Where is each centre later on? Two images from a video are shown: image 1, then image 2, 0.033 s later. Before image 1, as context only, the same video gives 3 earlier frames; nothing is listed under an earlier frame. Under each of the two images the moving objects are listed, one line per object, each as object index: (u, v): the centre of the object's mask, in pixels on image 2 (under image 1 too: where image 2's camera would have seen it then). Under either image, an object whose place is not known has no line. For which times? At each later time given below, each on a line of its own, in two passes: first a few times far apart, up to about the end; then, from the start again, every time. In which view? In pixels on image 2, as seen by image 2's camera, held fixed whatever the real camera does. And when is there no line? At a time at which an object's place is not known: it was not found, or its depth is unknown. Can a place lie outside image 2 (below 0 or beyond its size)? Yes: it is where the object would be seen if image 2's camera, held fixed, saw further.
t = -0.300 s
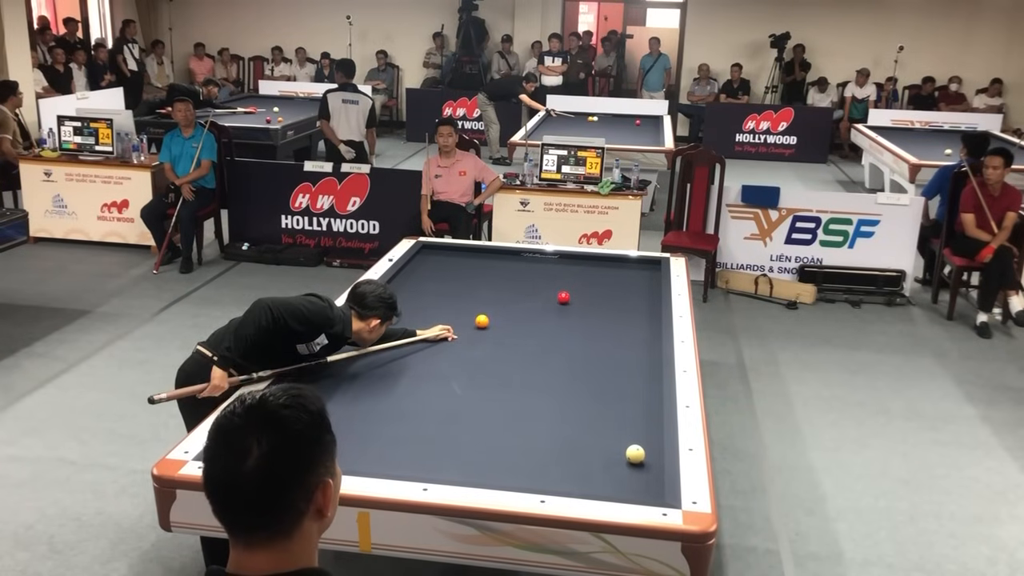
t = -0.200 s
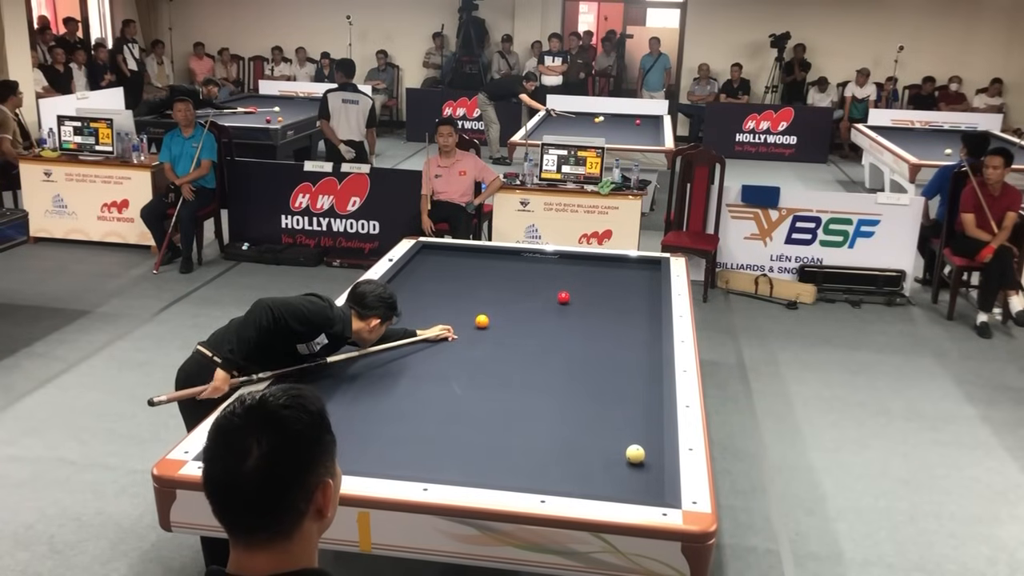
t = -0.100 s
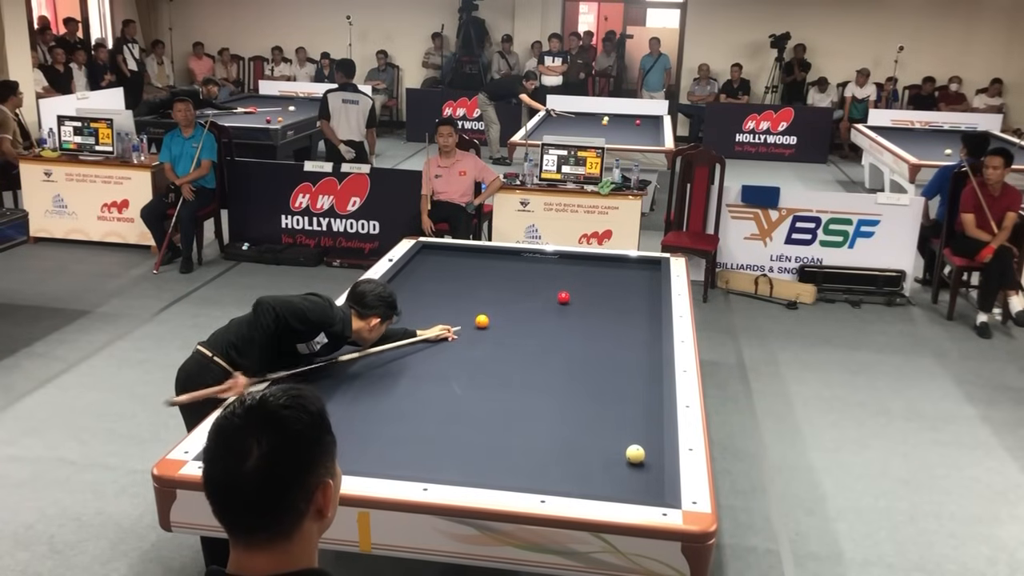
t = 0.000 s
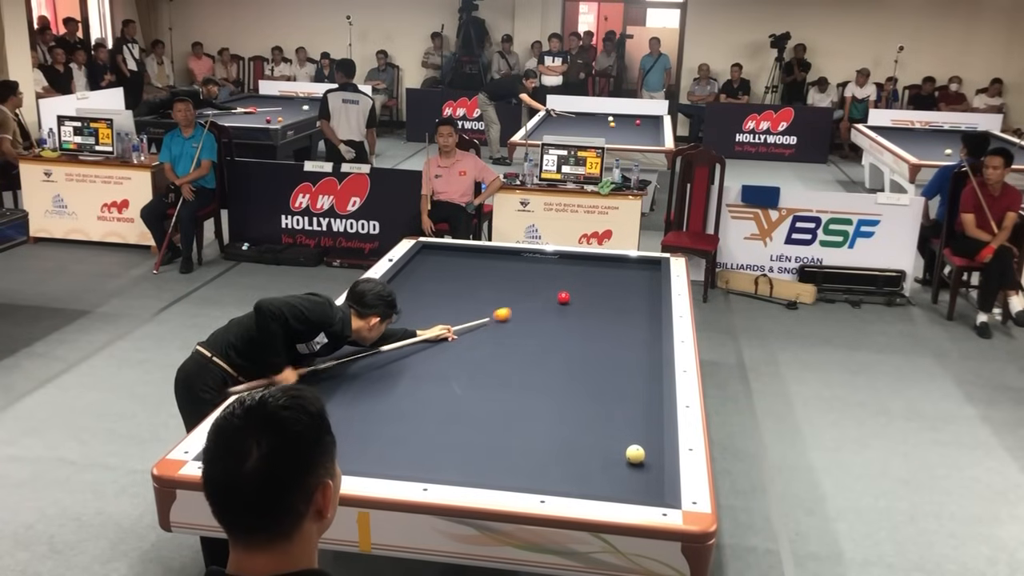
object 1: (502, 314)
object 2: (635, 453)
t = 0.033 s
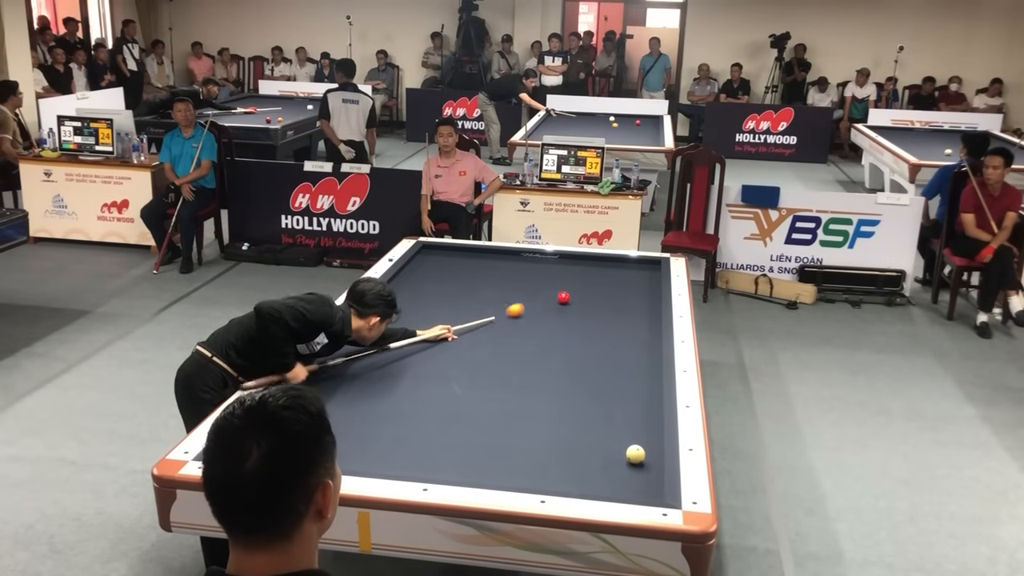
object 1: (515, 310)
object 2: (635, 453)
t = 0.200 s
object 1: (548, 291)
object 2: (635, 453)
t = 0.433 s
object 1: (537, 272)
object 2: (635, 453)
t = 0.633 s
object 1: (530, 260)
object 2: (635, 453)
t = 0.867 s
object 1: (512, 256)
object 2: (635, 453)
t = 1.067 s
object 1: (486, 262)
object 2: (635, 453)
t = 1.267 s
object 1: (461, 265)
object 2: (635, 453)
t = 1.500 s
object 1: (431, 270)
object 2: (635, 453)
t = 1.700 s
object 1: (405, 275)
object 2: (635, 453)
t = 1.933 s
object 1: (404, 283)
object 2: (635, 453)
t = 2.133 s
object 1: (410, 291)
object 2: (635, 453)
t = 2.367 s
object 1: (416, 298)
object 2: (635, 453)
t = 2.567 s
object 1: (424, 310)
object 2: (635, 453)
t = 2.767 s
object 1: (430, 319)
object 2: (635, 453)
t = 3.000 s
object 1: (438, 329)
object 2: (635, 453)
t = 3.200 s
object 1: (446, 339)
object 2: (635, 453)
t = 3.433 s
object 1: (455, 352)
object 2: (635, 453)
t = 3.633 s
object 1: (463, 363)
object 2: (635, 453)
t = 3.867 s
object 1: (473, 376)
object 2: (635, 453)
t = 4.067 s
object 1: (482, 388)
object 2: (635, 453)
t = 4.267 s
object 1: (492, 401)
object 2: (635, 452)
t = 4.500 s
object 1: (504, 416)
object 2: (635, 453)
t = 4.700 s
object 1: (514, 430)
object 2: (635, 453)
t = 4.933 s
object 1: (528, 448)
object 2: (635, 453)
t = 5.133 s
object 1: (539, 464)
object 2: (635, 453)
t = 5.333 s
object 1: (552, 479)
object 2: (635, 452)
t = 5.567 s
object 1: (573, 481)
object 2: (635, 452)
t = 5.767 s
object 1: (592, 476)
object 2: (635, 453)
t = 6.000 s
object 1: (613, 469)
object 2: (635, 453)
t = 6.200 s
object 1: (630, 464)
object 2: (636, 451)
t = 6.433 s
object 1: (646, 464)
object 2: (639, 447)
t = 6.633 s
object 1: (652, 462)
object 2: (642, 444)
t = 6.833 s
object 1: (646, 460)
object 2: (645, 439)
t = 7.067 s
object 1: (639, 457)
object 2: (648, 435)
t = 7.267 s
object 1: (633, 455)
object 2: (650, 430)
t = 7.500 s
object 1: (627, 453)
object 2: (653, 427)
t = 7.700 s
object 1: (623, 451)
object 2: (653, 424)
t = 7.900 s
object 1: (619, 450)
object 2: (653, 421)
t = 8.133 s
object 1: (615, 448)
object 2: (651, 418)
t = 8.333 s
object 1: (612, 447)
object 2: (650, 416)
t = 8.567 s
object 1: (608, 447)
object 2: (649, 413)
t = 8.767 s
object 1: (606, 445)
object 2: (648, 412)
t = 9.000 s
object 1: (603, 444)
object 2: (647, 410)
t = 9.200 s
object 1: (602, 444)
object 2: (647, 409)
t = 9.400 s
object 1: (601, 444)
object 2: (646, 407)
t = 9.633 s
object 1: (600, 444)
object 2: (645, 406)
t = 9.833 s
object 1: (600, 444)
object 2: (644, 406)
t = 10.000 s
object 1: (600, 444)
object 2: (644, 405)
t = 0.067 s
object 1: (528, 306)
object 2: (635, 453)
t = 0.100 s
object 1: (539, 302)
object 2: (635, 453)
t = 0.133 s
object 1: (550, 298)
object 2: (635, 453)
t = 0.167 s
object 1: (550, 295)
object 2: (635, 453)
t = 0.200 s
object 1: (548, 291)
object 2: (635, 453)
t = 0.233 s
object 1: (546, 288)
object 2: (635, 453)
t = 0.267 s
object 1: (544, 285)
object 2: (635, 453)
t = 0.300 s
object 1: (543, 282)
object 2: (635, 453)
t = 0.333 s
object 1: (542, 280)
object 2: (635, 453)
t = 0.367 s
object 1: (540, 277)
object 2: (635, 453)
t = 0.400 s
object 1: (539, 275)
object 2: (635, 453)
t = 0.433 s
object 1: (537, 272)
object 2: (635, 453)
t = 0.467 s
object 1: (536, 270)
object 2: (635, 453)
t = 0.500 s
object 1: (535, 268)
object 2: (635, 453)
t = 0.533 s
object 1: (534, 266)
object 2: (635, 453)
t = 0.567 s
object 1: (532, 264)
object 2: (635, 453)
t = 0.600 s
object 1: (531, 262)
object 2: (635, 453)
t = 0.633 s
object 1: (530, 260)
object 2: (635, 453)
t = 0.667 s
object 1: (529, 258)
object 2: (635, 453)
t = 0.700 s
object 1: (528, 256)
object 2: (635, 453)
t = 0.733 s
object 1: (527, 254)
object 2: (635, 453)
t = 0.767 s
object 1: (525, 253)
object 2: (635, 453)
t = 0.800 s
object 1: (521, 254)
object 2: (635, 453)
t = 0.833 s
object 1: (516, 255)
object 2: (635, 453)
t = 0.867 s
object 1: (512, 256)
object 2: (635, 453)
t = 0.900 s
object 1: (507, 257)
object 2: (635, 453)
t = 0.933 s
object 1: (503, 258)
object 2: (635, 453)
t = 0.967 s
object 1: (499, 259)
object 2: (635, 453)
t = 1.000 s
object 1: (494, 260)
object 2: (635, 453)
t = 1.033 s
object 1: (490, 261)
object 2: (635, 453)
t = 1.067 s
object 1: (486, 262)
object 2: (635, 453)
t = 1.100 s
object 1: (482, 262)
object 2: (635, 453)
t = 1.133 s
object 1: (478, 263)
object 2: (635, 453)
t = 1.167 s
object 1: (474, 264)
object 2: (635, 453)
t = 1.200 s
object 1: (470, 264)
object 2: (635, 453)
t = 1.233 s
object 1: (466, 265)
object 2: (635, 453)
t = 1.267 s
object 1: (461, 265)
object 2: (635, 453)
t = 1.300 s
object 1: (457, 266)
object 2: (635, 453)
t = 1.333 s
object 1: (453, 267)
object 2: (635, 453)
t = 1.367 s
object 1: (448, 268)
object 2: (635, 453)
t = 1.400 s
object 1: (444, 268)
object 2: (635, 453)
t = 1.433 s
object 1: (440, 269)
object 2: (635, 453)
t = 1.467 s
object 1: (436, 270)
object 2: (635, 453)
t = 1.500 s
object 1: (431, 270)
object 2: (635, 453)
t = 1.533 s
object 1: (427, 271)
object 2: (635, 453)
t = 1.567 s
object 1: (422, 272)
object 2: (635, 453)
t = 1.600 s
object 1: (418, 273)
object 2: (635, 453)
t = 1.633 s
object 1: (414, 273)
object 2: (635, 453)
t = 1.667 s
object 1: (409, 274)
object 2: (635, 453)
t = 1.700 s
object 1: (405, 275)
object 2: (635, 453)
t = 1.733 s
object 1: (400, 275)
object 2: (635, 452)
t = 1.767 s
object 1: (398, 276)
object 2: (635, 452)
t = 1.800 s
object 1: (400, 278)
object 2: (635, 453)
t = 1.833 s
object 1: (401, 279)
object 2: (635, 453)
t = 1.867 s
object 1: (402, 280)
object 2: (635, 452)
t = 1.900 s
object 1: (403, 282)
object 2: (635, 452)
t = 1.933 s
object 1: (404, 283)
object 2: (635, 453)
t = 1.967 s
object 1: (405, 284)
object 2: (635, 453)
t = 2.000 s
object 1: (406, 286)
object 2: (635, 452)
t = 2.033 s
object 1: (407, 287)
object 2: (635, 453)
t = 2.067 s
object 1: (408, 288)
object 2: (635, 453)
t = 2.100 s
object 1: (409, 290)
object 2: (635, 453)
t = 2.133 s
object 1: (410, 291)
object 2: (635, 453)
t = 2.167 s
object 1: (411, 292)
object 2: (635, 453)
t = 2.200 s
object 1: (412, 294)
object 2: (635, 453)
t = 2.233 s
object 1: (413, 295)
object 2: (635, 453)
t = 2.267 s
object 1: (414, 296)
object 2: (635, 452)
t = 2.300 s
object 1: (415, 298)
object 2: (635, 453)
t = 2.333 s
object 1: (416, 298)
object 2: (635, 453)
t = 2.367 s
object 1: (416, 298)
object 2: (635, 453)
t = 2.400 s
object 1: (419, 303)
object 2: (635, 453)
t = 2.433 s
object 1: (419, 304)
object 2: (635, 453)
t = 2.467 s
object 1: (420, 305)
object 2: (635, 453)
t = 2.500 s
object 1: (422, 306)
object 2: (635, 453)
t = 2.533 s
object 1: (423, 308)
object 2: (635, 453)
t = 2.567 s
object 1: (424, 310)
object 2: (635, 453)
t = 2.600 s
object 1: (425, 311)
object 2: (635, 453)
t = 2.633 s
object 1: (426, 313)
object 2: (635, 453)
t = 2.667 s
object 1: (427, 314)
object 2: (635, 453)
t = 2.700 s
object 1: (428, 316)
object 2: (635, 453)
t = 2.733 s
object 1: (429, 317)
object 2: (635, 453)
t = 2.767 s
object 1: (430, 319)
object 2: (635, 453)
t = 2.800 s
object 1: (431, 320)
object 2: (635, 453)
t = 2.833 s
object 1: (433, 322)
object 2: (635, 453)
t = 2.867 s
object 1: (434, 323)
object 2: (635, 453)
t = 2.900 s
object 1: (435, 325)
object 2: (635, 453)
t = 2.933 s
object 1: (436, 327)
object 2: (635, 453)
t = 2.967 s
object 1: (437, 328)
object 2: (635, 453)
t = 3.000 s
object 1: (438, 329)
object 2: (635, 453)
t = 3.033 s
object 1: (440, 331)
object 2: (635, 453)
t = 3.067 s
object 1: (441, 333)
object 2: (635, 453)
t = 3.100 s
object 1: (442, 335)
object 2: (635, 453)
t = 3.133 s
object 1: (444, 336)
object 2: (635, 452)
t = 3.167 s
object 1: (445, 338)
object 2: (635, 453)
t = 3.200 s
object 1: (446, 339)
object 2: (635, 453)
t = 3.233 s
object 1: (447, 341)
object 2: (635, 453)
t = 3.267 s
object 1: (449, 343)
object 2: (635, 453)
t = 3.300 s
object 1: (450, 344)
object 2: (635, 453)
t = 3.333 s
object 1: (451, 346)
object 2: (635, 453)
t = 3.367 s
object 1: (453, 348)
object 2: (635, 453)
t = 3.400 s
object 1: (454, 350)
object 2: (635, 453)
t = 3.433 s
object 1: (455, 352)
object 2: (635, 453)
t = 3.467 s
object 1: (457, 354)
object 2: (635, 453)
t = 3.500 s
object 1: (458, 355)
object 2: (635, 453)
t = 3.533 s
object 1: (459, 357)
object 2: (635, 453)
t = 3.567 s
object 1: (460, 359)
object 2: (635, 453)
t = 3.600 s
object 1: (462, 361)
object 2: (635, 453)
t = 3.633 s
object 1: (463, 363)
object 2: (635, 453)
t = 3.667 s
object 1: (465, 364)
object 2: (635, 453)
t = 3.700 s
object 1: (466, 367)
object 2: (635, 453)
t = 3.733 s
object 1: (468, 368)
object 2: (635, 453)
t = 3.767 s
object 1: (469, 370)
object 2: (635, 453)
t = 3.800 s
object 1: (471, 372)
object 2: (635, 453)
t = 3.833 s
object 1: (472, 374)
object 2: (635, 453)
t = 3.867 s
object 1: (473, 376)
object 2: (635, 453)
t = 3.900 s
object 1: (475, 378)
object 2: (635, 453)
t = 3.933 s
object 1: (476, 380)
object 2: (635, 453)
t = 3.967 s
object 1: (478, 382)
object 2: (635, 453)
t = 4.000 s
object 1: (479, 384)
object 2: (635, 452)
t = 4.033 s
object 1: (481, 386)
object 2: (635, 452)
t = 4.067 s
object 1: (482, 388)
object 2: (635, 453)
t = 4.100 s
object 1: (484, 390)
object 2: (635, 453)
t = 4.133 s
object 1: (486, 392)
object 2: (635, 453)
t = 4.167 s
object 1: (487, 394)
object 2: (635, 453)
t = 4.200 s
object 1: (489, 396)
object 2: (635, 453)
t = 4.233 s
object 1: (490, 399)
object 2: (635, 453)
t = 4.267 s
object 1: (492, 401)
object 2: (635, 452)
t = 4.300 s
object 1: (494, 403)
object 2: (635, 453)
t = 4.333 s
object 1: (495, 405)
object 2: (635, 453)
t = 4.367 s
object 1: (497, 407)
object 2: (635, 452)
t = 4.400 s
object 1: (499, 410)
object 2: (635, 453)
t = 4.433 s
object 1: (500, 411)
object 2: (635, 452)
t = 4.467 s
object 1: (502, 414)
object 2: (635, 452)
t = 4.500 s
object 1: (504, 416)
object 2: (635, 453)
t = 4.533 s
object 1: (505, 419)
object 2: (635, 453)
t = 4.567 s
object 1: (507, 421)
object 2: (635, 453)
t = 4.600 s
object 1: (509, 423)
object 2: (635, 453)
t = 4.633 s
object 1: (511, 425)
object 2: (635, 452)
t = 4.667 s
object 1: (512, 428)
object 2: (635, 452)
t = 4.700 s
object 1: (514, 430)
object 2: (635, 453)
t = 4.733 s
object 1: (516, 433)
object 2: (635, 453)
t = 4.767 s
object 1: (518, 435)
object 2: (635, 453)
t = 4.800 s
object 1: (520, 438)
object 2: (635, 453)
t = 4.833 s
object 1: (522, 440)
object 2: (635, 452)
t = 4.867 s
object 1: (523, 443)
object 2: (635, 453)
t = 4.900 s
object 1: (525, 446)
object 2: (635, 453)
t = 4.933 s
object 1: (528, 448)
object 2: (635, 453)
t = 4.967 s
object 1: (529, 451)
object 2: (635, 453)
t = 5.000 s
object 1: (531, 453)
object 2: (635, 453)
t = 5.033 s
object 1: (533, 456)
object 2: (635, 453)
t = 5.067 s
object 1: (535, 458)
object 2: (635, 452)
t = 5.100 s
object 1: (537, 461)
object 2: (635, 452)
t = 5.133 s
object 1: (539, 464)
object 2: (635, 453)
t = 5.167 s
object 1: (541, 466)
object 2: (635, 453)
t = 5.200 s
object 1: (544, 469)
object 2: (635, 452)
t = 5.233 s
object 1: (546, 472)
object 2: (635, 452)
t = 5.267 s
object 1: (548, 474)
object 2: (635, 452)
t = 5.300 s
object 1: (550, 477)
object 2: (635, 452)
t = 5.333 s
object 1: (552, 479)
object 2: (635, 452)
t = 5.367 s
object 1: (554, 481)
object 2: (635, 453)
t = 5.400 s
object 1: (556, 483)
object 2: (635, 453)
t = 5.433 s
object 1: (559, 484)
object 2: (635, 453)
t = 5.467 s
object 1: (562, 483)
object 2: (635, 453)
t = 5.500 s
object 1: (566, 482)
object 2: (635, 453)
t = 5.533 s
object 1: (569, 482)
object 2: (635, 452)
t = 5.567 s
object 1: (573, 481)
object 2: (635, 452)
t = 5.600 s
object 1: (576, 481)
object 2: (635, 453)
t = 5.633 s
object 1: (579, 480)
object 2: (635, 453)
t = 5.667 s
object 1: (583, 479)
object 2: (635, 453)
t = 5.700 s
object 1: (586, 478)
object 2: (635, 453)
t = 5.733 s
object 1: (589, 477)
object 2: (635, 452)
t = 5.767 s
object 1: (592, 476)
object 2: (635, 453)
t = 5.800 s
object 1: (595, 475)
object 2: (635, 453)
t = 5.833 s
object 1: (598, 473)
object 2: (635, 452)
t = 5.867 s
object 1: (601, 473)
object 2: (635, 452)
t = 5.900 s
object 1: (604, 472)
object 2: (635, 452)
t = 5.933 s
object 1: (607, 471)
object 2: (635, 453)
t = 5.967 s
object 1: (610, 470)
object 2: (635, 452)
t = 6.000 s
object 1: (613, 469)
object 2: (635, 453)
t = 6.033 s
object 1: (616, 468)
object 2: (635, 453)
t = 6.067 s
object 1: (619, 467)
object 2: (635, 453)
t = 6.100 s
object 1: (622, 466)
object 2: (635, 452)
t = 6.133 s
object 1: (625, 465)
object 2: (636, 452)
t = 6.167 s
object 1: (628, 465)
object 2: (636, 451)
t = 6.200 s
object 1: (630, 464)
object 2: (636, 451)
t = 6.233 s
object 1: (632, 465)
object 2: (636, 450)
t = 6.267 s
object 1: (635, 465)
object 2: (637, 449)
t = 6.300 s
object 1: (637, 464)
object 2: (637, 448)
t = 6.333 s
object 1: (639, 464)
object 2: (637, 447)
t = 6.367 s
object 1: (642, 464)
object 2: (638, 447)
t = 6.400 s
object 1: (644, 464)
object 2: (638, 447)
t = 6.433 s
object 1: (646, 464)
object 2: (639, 447)
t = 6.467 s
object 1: (647, 463)
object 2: (639, 446)
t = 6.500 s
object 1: (650, 463)
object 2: (640, 446)
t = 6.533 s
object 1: (652, 463)
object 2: (641, 445)
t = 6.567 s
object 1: (654, 463)
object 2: (642, 445)
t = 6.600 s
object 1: (653, 463)
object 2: (642, 445)
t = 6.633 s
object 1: (652, 462)
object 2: (642, 444)
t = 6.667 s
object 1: (651, 462)
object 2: (643, 443)
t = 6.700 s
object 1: (650, 462)
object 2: (643, 442)
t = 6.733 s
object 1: (649, 461)
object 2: (644, 441)
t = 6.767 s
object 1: (648, 461)
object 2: (644, 441)
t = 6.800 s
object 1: (647, 461)
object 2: (644, 440)
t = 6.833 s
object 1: (646, 460)
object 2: (645, 439)
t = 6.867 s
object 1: (645, 460)
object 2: (646, 439)
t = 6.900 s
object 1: (644, 459)
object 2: (646, 438)
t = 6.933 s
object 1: (643, 459)
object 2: (647, 437)
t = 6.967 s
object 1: (642, 459)
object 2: (647, 437)
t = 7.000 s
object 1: (641, 458)
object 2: (647, 436)
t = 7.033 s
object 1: (640, 457)
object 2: (648, 435)
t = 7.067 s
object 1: (639, 457)
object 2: (648, 435)
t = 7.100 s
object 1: (638, 457)
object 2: (649, 434)
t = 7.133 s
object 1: (637, 457)
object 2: (649, 433)
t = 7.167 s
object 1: (636, 456)
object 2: (649, 432)
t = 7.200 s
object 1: (635, 456)
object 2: (650, 432)
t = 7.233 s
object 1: (634, 455)
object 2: (650, 431)
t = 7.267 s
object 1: (633, 455)
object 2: (650, 430)
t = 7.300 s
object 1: (633, 455)
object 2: (651, 430)
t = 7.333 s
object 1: (632, 455)
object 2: (651, 430)
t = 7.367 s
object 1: (631, 455)
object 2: (652, 429)
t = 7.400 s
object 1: (630, 454)
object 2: (652, 428)
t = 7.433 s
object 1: (629, 454)
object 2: (652, 428)
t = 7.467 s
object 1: (628, 454)
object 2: (653, 427)
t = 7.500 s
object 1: (627, 453)
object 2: (653, 427)
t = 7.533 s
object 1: (627, 453)
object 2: (653, 426)
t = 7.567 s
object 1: (626, 452)
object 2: (654, 426)
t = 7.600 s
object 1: (625, 452)
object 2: (654, 425)
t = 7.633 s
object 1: (625, 452)
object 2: (654, 425)
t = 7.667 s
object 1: (624, 452)
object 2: (653, 424)
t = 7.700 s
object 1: (623, 451)
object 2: (653, 424)
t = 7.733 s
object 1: (622, 451)
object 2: (653, 423)
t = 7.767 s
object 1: (622, 451)
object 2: (653, 423)
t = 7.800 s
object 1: (621, 451)
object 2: (653, 422)
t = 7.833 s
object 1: (620, 450)
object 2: (653, 422)
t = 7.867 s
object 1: (620, 451)
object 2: (653, 421)
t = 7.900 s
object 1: (619, 450)
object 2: (653, 421)
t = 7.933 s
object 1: (618, 450)
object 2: (652, 420)
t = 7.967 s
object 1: (618, 450)
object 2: (652, 420)
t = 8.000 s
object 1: (617, 449)
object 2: (652, 420)
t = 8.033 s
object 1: (617, 449)
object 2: (652, 419)
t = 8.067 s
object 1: (616, 449)
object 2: (652, 419)
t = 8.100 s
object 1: (615, 448)
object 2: (651, 419)
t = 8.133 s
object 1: (615, 448)
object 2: (651, 418)
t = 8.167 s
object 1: (614, 448)
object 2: (651, 418)
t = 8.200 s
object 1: (614, 448)
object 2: (651, 418)
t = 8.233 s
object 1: (613, 447)
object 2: (651, 417)
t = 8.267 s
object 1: (613, 448)
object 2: (651, 417)
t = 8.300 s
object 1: (612, 447)
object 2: (650, 417)
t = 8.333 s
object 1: (612, 447)
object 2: (650, 416)
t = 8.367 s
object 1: (611, 447)
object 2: (650, 415)
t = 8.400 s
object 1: (611, 447)
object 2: (650, 415)
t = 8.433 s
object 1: (610, 447)
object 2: (650, 415)
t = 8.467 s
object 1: (610, 447)
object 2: (649, 414)
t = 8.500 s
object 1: (609, 447)
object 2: (649, 414)
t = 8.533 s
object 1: (609, 447)
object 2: (649, 414)
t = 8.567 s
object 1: (608, 447)
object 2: (649, 413)
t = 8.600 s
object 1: (608, 446)
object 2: (649, 413)
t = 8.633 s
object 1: (608, 446)
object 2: (649, 413)
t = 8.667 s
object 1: (607, 446)
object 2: (649, 412)
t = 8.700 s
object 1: (607, 446)
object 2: (648, 412)
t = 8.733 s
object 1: (607, 446)
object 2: (648, 412)
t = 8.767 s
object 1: (606, 445)
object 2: (648, 412)
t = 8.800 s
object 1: (606, 445)
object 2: (648, 412)
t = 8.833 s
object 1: (605, 445)
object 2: (648, 411)
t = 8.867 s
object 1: (605, 445)
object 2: (648, 411)
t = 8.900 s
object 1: (605, 445)
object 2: (648, 410)
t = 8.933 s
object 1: (604, 445)
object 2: (648, 410)
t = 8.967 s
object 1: (604, 445)
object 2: (648, 410)
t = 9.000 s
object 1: (603, 444)
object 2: (647, 410)
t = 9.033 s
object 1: (603, 444)
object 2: (647, 410)
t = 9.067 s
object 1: (603, 444)
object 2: (647, 410)
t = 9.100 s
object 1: (603, 444)
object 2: (647, 410)
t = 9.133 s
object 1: (603, 444)
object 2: (647, 409)
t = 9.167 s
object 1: (602, 444)
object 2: (647, 409)
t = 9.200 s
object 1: (602, 444)
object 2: (647, 409)
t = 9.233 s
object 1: (602, 444)
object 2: (647, 408)
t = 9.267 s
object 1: (601, 444)
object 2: (646, 408)
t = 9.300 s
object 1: (601, 444)
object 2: (646, 408)
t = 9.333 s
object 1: (601, 444)
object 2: (646, 408)
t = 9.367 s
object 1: (601, 444)
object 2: (646, 408)
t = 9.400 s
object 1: (601, 444)
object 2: (646, 407)
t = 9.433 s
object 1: (600, 444)
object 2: (646, 407)
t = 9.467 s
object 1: (600, 444)
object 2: (646, 407)
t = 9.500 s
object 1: (600, 443)
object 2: (646, 407)
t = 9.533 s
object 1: (600, 443)
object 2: (645, 407)
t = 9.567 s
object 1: (600, 443)
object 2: (645, 407)
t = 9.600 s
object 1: (600, 444)
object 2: (645, 406)
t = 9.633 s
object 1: (600, 444)
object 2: (645, 406)
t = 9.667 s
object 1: (600, 443)
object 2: (645, 406)
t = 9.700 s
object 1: (600, 443)
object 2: (645, 406)
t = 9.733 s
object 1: (600, 443)
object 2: (645, 406)
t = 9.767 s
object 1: (600, 443)
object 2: (645, 406)
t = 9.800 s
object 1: (600, 443)
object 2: (645, 406)
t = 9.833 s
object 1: (600, 444)
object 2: (644, 406)
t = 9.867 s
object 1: (600, 444)
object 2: (644, 405)
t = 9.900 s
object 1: (600, 443)
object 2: (644, 405)
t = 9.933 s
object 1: (600, 444)
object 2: (644, 405)
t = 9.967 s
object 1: (600, 444)
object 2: (644, 405)
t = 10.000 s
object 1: (600, 444)
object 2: (644, 405)
